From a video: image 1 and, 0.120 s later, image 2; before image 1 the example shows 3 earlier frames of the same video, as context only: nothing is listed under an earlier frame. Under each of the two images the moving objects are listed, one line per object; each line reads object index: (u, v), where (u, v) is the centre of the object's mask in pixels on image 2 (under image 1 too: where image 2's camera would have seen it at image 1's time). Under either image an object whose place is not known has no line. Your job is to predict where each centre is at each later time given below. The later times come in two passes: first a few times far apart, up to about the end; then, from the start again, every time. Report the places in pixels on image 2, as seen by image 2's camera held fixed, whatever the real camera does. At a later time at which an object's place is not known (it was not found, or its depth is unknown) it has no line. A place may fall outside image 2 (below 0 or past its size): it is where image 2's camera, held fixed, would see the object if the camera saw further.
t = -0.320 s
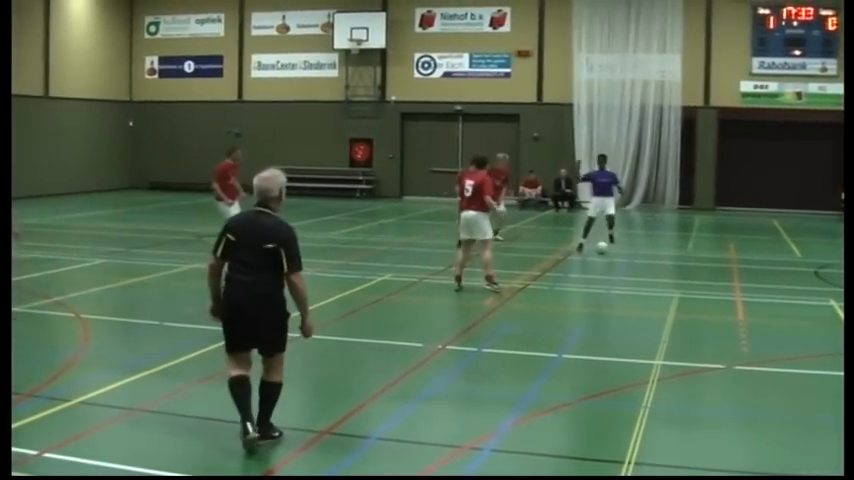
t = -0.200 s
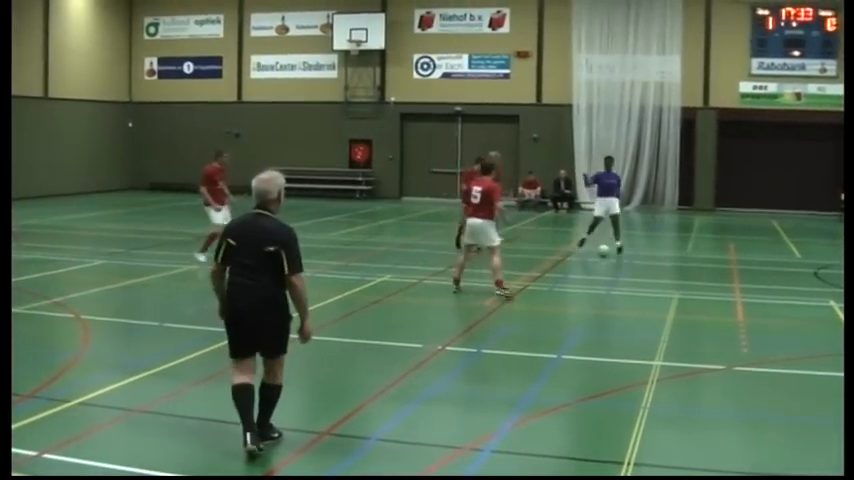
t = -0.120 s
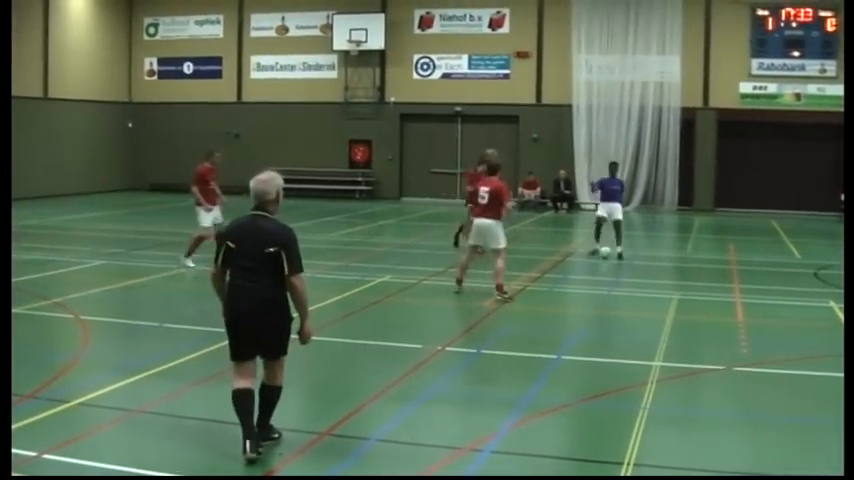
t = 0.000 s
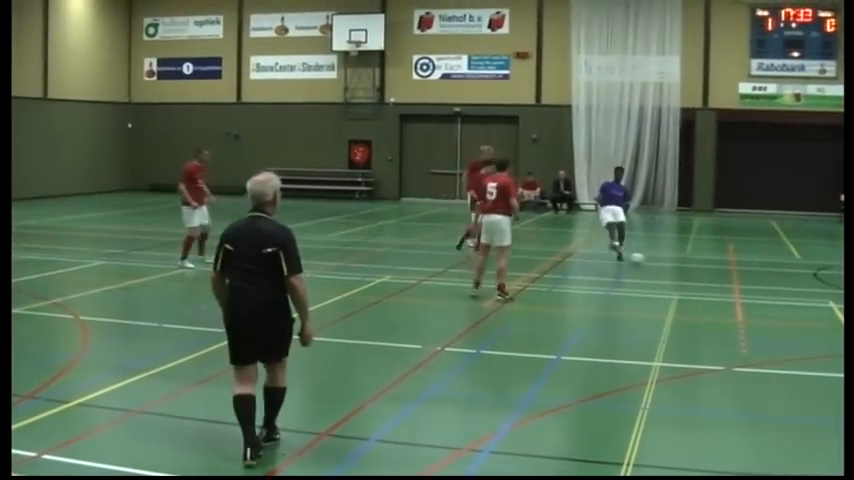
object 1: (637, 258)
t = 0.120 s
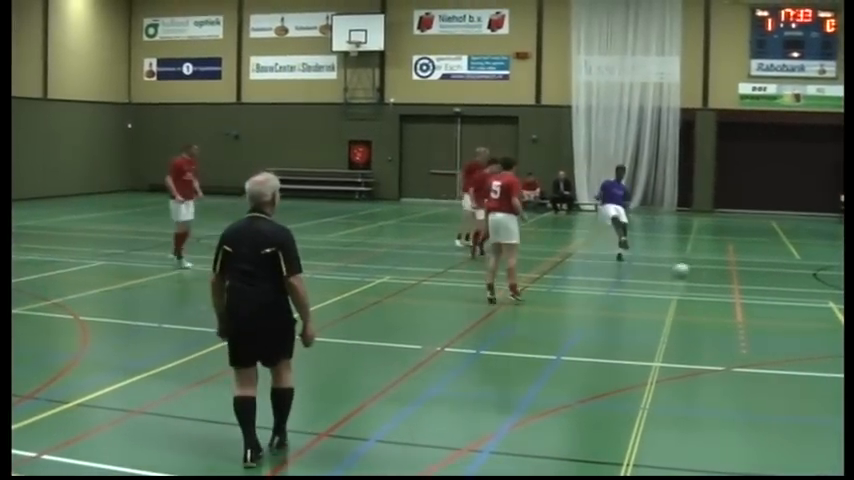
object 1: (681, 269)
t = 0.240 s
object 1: (727, 278)
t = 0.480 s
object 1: (823, 299)
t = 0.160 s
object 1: (696, 271)
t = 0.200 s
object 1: (712, 275)
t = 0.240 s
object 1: (727, 278)
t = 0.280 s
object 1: (743, 282)
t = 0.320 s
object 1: (759, 285)
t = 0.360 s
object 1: (774, 289)
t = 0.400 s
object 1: (791, 292)
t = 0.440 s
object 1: (806, 296)
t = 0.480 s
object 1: (823, 299)
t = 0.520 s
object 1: (840, 304)
